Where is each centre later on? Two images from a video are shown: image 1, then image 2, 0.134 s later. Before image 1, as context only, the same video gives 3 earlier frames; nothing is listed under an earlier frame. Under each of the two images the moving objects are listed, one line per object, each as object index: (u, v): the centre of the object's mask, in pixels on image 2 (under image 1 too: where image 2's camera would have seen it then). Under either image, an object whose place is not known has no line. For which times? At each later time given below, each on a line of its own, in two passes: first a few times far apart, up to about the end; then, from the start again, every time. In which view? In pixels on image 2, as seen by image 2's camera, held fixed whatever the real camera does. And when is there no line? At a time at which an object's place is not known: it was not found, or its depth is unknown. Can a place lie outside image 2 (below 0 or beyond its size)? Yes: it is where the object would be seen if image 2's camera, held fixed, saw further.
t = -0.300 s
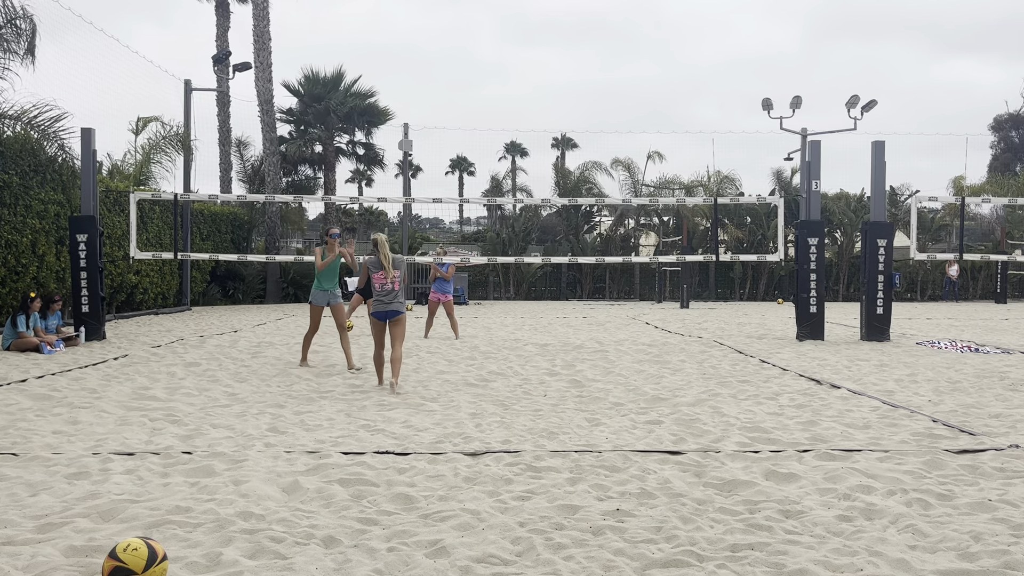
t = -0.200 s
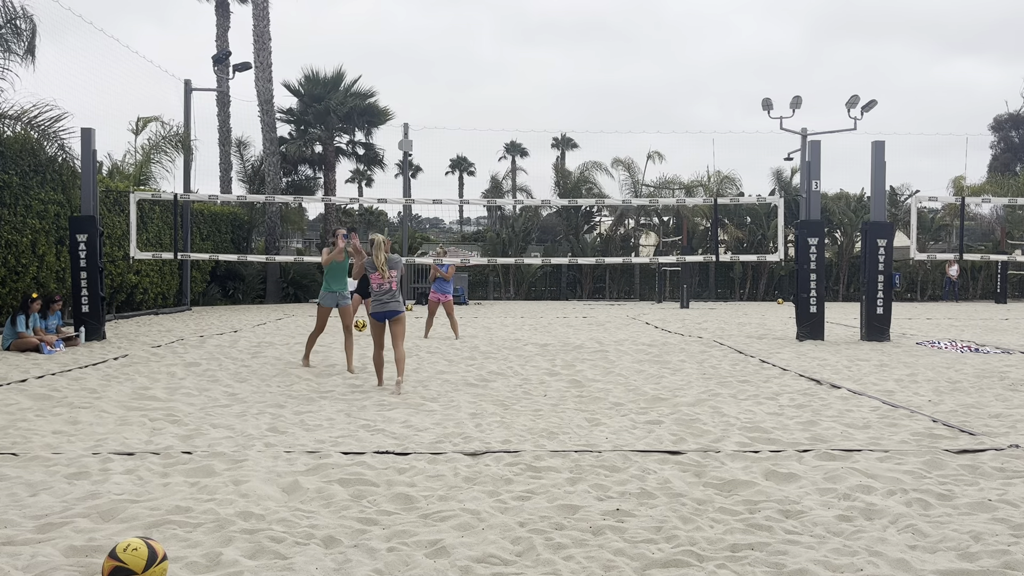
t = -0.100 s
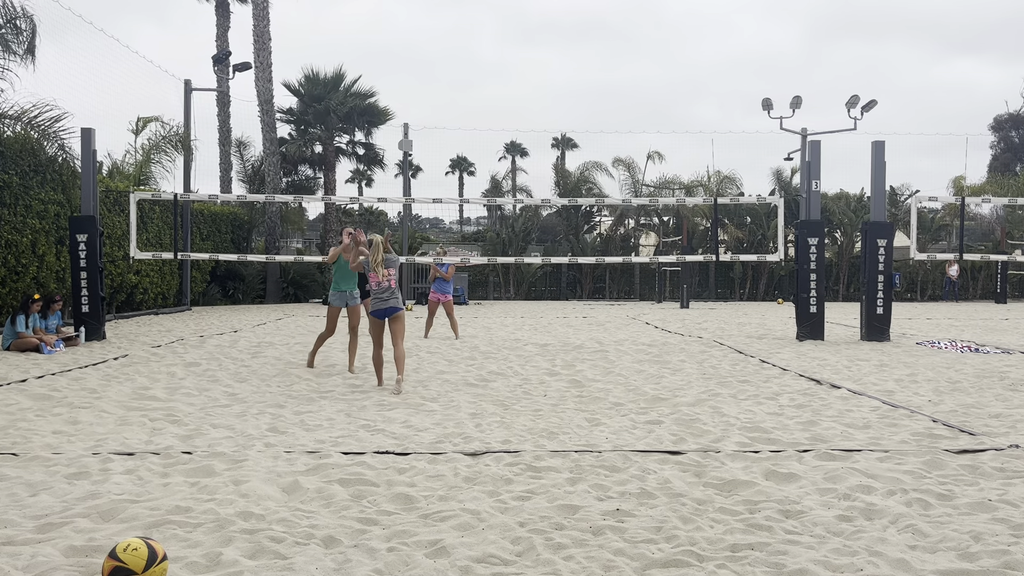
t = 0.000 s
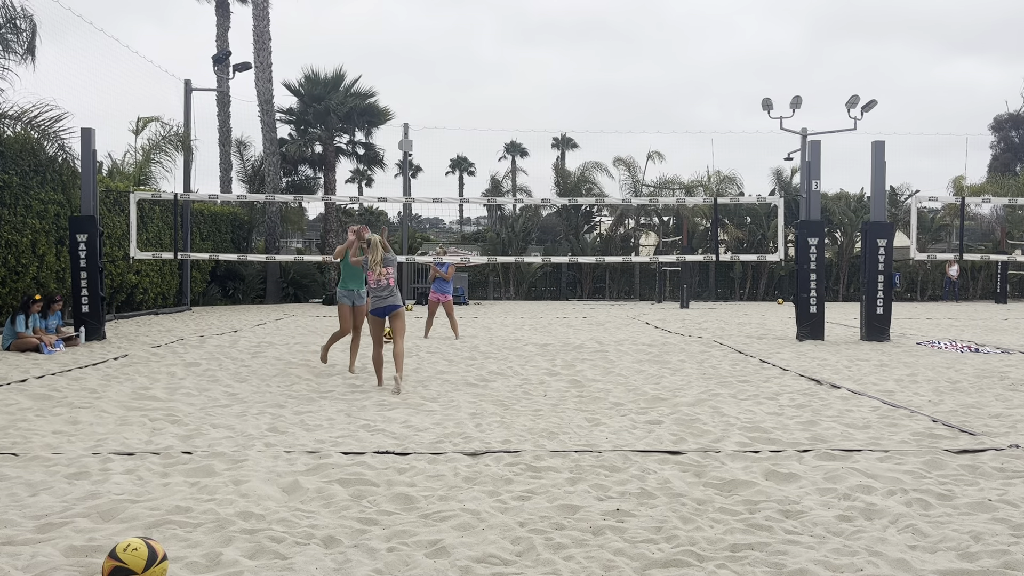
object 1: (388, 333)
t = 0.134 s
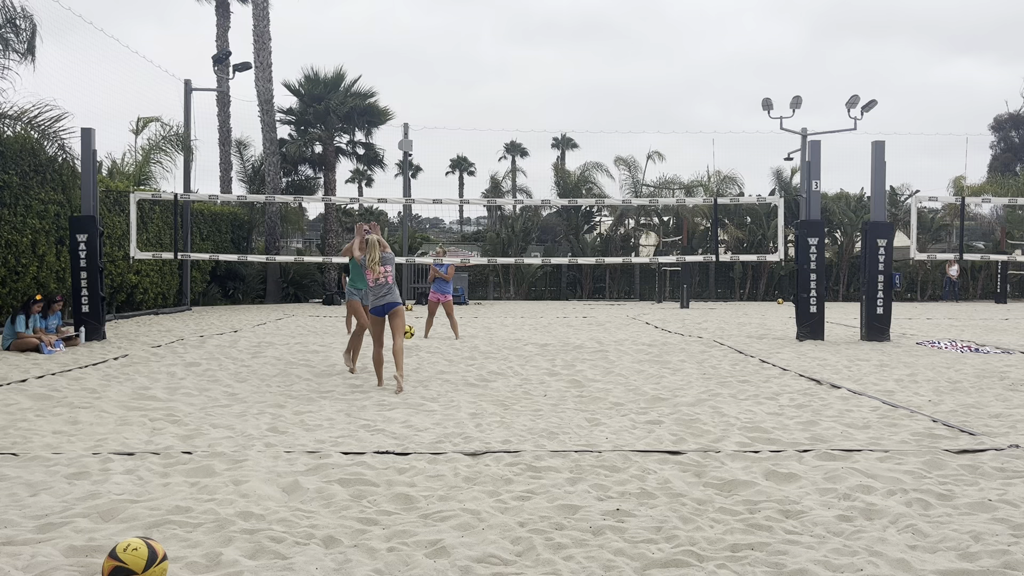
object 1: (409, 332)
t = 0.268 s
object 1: (427, 343)
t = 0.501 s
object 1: (459, 352)
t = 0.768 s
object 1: (491, 359)
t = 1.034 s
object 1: (524, 363)
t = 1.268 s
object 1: (550, 372)
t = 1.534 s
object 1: (578, 379)
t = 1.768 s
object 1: (595, 384)
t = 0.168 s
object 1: (412, 333)
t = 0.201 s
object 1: (417, 335)
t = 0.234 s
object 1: (422, 339)
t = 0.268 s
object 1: (427, 343)
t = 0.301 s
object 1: (432, 347)
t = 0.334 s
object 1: (436, 348)
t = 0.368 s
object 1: (441, 349)
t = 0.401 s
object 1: (446, 349)
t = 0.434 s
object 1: (450, 350)
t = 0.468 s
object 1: (455, 351)
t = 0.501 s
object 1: (459, 352)
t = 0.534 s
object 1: (463, 351)
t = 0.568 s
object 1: (467, 351)
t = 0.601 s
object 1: (470, 351)
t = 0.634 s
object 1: (474, 352)
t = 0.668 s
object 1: (478, 354)
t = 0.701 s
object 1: (482, 357)
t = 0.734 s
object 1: (487, 358)
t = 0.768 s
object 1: (491, 359)
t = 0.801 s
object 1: (495, 359)
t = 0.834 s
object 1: (499, 361)
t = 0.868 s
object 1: (503, 362)
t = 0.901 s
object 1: (508, 362)
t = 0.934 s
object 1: (512, 361)
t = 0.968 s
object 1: (516, 361)
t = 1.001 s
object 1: (520, 362)
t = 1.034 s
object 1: (524, 363)
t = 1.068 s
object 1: (528, 366)
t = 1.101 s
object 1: (532, 368)
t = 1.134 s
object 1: (536, 368)
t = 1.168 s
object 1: (540, 368)
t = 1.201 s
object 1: (543, 368)
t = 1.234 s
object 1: (547, 370)
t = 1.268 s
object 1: (550, 372)
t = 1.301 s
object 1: (554, 372)
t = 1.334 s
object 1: (558, 373)
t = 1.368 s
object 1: (561, 374)
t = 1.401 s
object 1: (565, 376)
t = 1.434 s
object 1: (568, 379)
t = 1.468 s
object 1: (572, 380)
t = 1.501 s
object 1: (575, 379)
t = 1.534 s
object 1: (578, 379)
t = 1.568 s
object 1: (581, 379)
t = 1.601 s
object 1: (583, 380)
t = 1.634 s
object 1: (586, 382)
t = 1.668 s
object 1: (589, 382)
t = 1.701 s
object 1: (591, 382)
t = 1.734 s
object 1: (593, 383)
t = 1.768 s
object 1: (595, 384)
